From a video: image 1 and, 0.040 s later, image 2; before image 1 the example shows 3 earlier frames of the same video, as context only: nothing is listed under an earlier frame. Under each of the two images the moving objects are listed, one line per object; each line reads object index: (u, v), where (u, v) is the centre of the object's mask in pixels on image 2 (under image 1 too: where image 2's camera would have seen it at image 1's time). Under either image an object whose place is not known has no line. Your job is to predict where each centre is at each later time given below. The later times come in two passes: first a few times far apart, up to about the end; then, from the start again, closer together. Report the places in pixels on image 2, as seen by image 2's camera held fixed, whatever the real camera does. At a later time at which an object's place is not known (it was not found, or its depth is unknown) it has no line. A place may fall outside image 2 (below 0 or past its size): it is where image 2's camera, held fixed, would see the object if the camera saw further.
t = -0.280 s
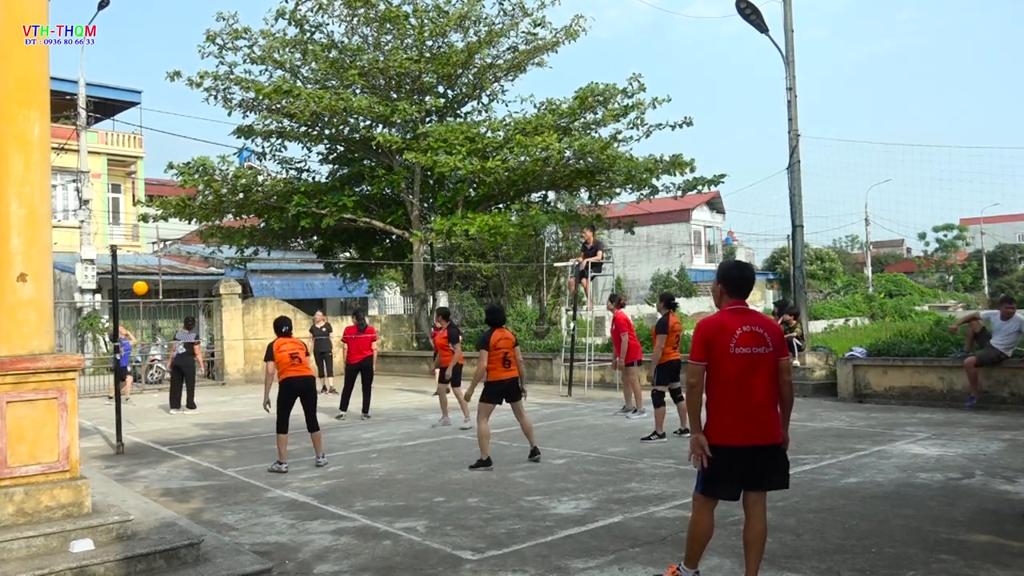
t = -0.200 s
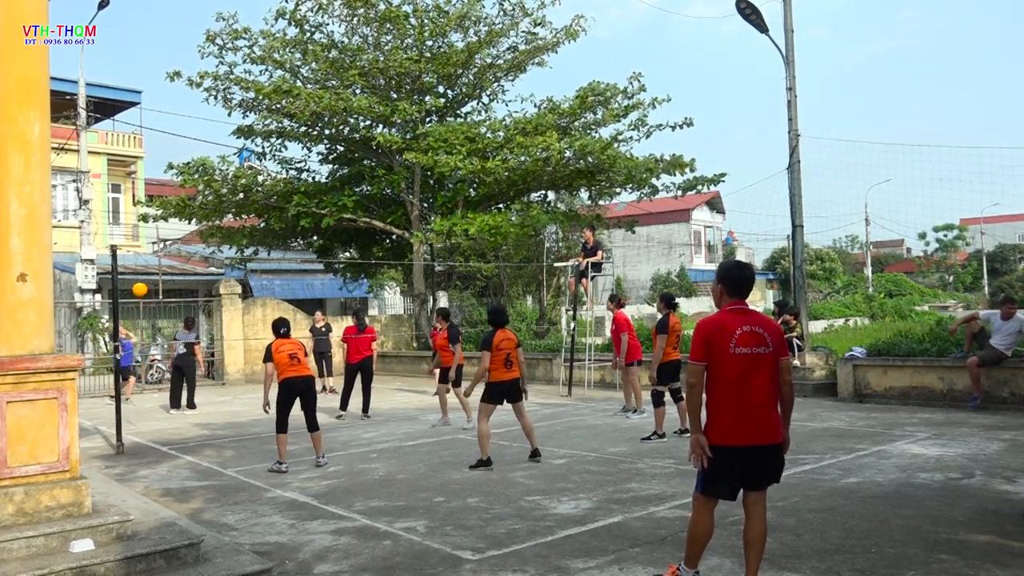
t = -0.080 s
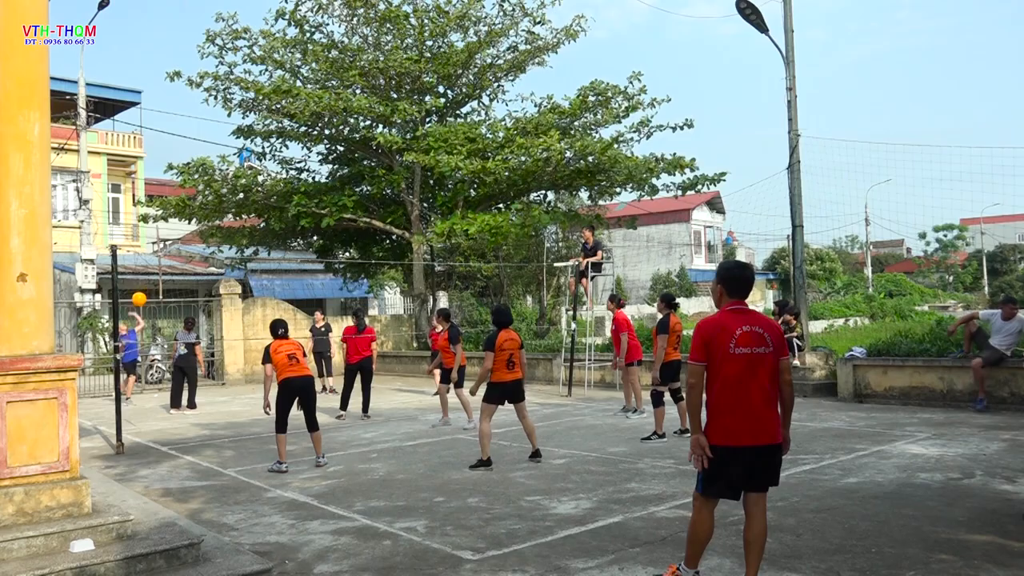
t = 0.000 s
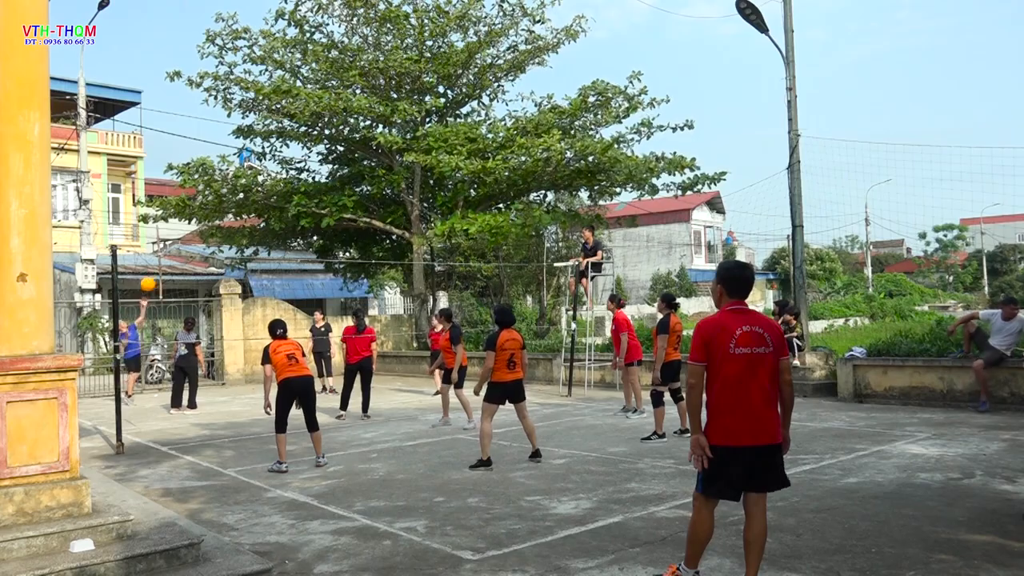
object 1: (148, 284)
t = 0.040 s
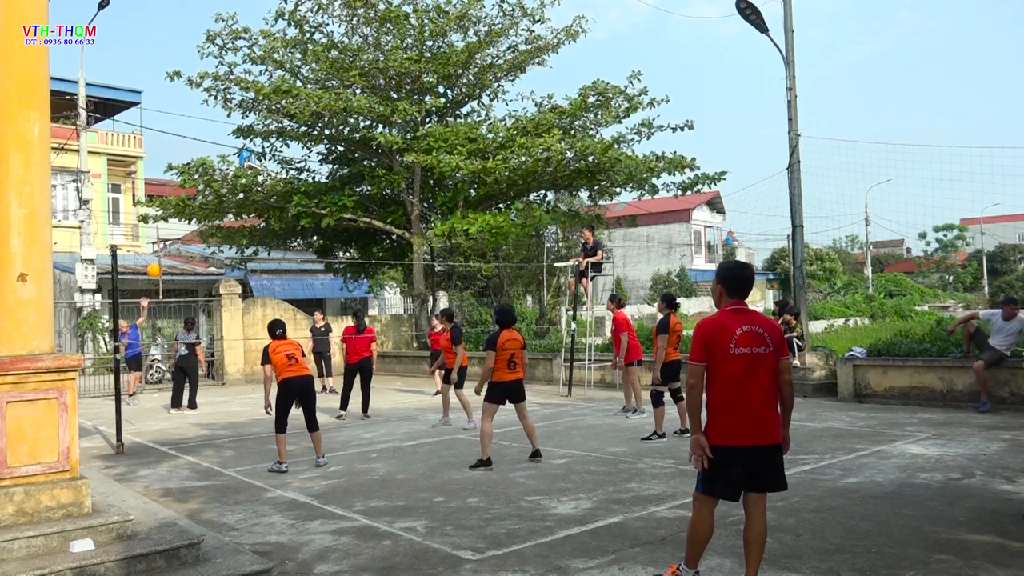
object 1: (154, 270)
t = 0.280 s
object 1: (196, 200)
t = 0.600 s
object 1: (268, 147)
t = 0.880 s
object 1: (339, 155)
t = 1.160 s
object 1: (423, 236)
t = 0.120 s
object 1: (167, 245)
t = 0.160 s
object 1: (174, 233)
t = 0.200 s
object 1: (182, 220)
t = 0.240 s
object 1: (188, 210)
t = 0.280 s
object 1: (196, 200)
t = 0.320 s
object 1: (205, 191)
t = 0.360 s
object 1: (213, 182)
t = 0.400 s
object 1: (222, 175)
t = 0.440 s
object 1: (231, 168)
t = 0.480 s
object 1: (240, 161)
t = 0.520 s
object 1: (248, 155)
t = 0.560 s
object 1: (258, 151)
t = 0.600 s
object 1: (268, 147)
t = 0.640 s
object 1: (277, 145)
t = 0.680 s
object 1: (286, 143)
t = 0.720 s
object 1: (297, 143)
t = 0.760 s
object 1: (307, 144)
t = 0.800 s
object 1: (317, 146)
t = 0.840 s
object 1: (328, 150)
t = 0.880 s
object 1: (339, 155)
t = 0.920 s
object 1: (350, 161)
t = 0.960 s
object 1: (362, 170)
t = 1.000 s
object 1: (373, 180)
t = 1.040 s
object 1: (385, 191)
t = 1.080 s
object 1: (398, 204)
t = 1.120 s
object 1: (410, 220)
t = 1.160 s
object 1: (423, 236)
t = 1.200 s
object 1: (436, 255)
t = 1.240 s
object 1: (449, 277)
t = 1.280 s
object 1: (463, 300)
